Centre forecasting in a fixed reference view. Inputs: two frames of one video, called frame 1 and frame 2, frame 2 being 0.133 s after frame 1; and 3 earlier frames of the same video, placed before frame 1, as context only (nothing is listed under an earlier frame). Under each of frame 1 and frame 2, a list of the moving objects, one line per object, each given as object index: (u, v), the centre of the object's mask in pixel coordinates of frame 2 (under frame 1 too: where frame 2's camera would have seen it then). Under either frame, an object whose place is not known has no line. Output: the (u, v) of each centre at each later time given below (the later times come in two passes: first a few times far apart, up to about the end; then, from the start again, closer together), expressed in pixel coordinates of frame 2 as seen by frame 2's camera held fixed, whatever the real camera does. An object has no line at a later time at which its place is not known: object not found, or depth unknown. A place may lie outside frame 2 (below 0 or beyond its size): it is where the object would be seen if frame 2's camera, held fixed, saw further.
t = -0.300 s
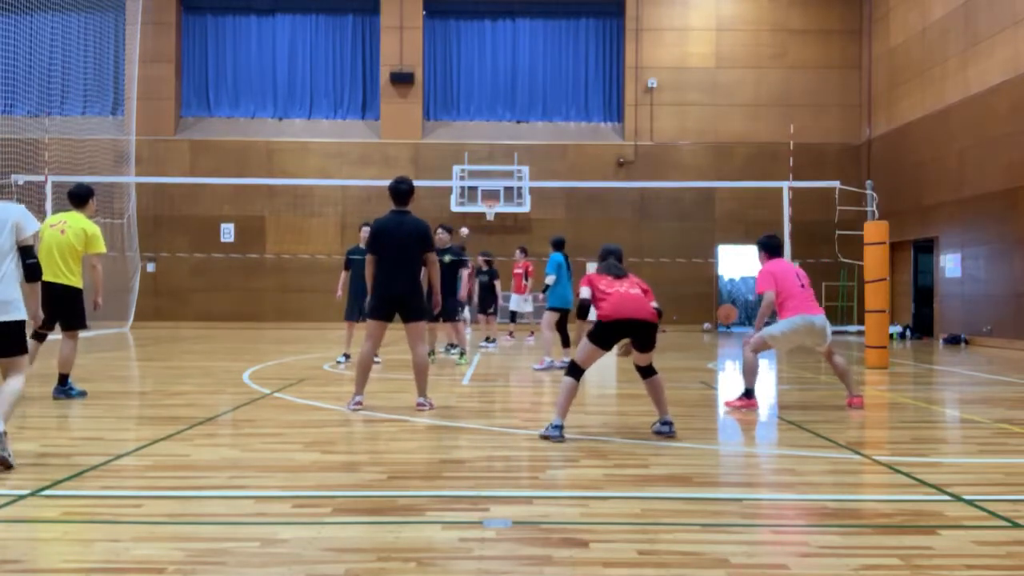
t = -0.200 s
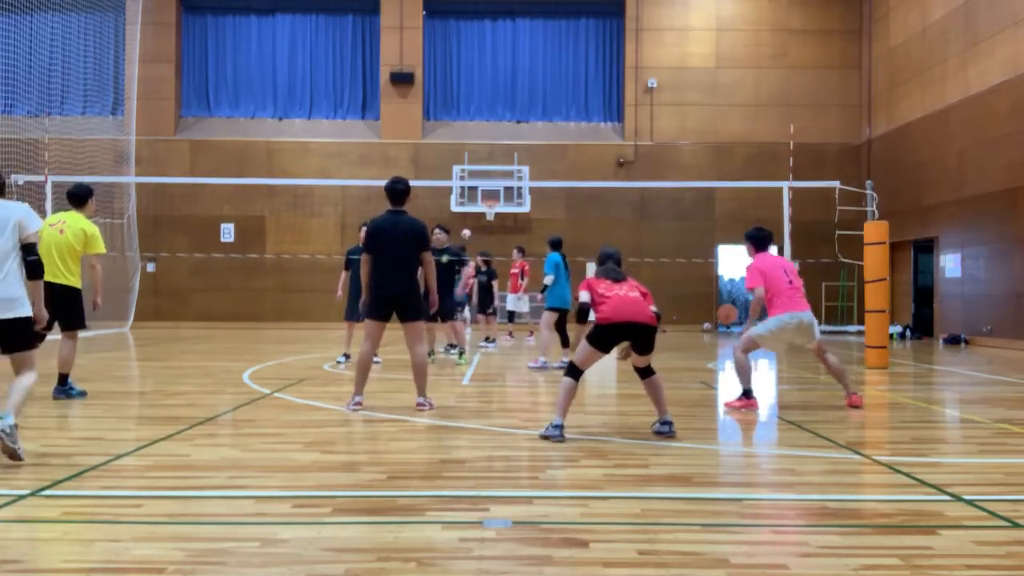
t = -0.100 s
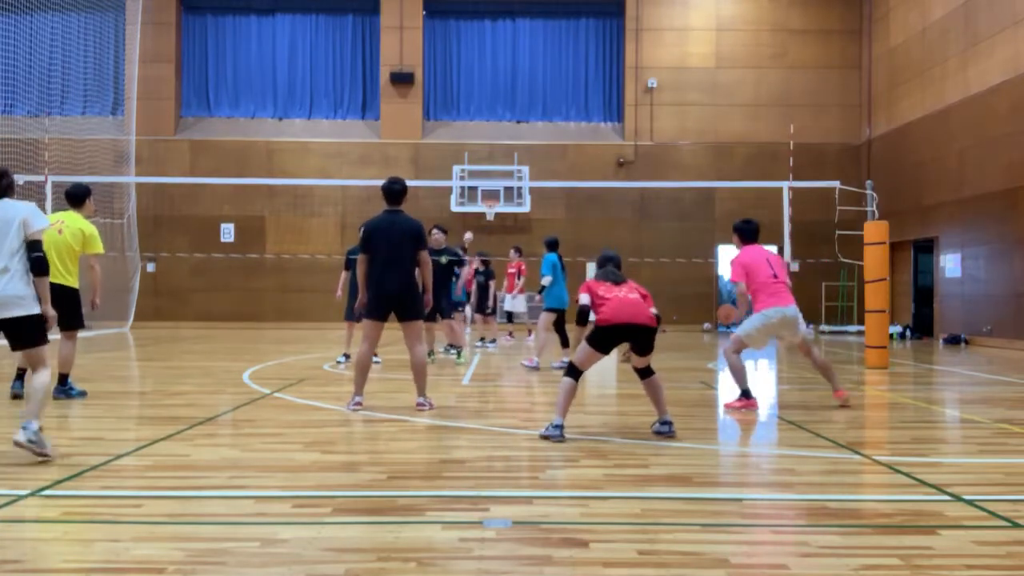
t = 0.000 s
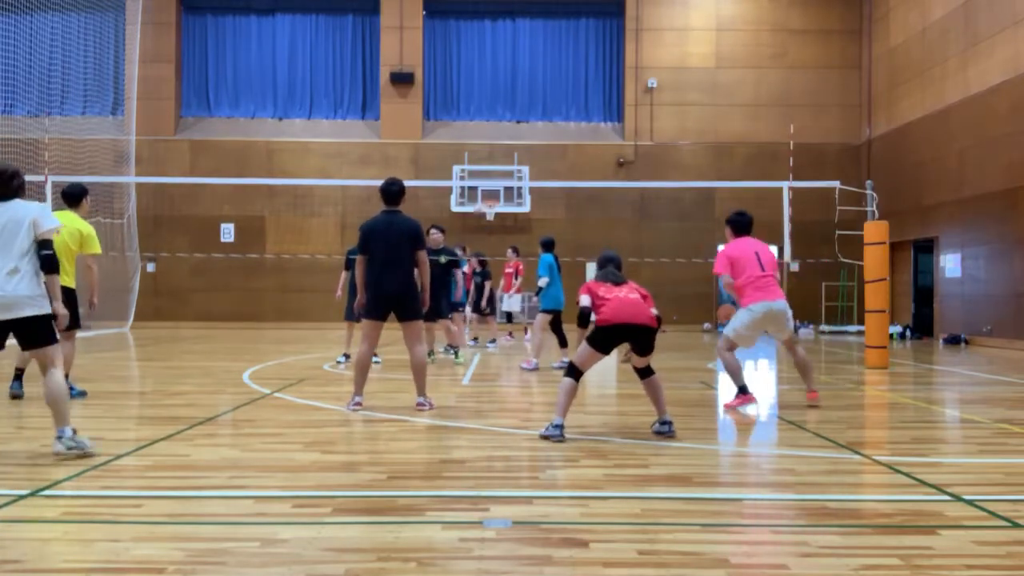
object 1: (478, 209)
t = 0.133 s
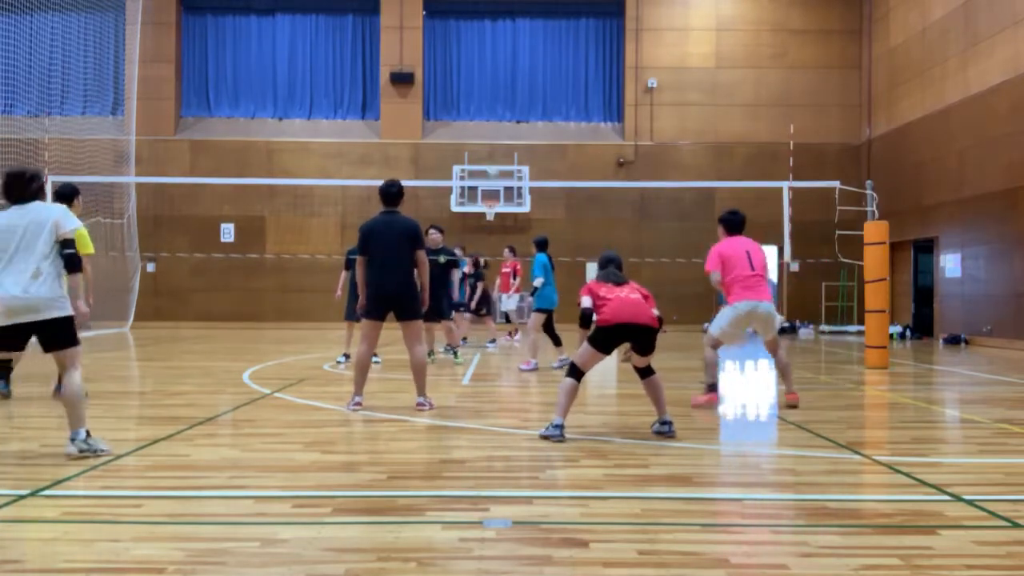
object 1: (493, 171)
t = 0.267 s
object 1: (510, 138)
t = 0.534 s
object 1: (555, 94)
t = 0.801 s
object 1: (616, 88)
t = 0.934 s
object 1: (656, 105)
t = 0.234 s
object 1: (506, 147)
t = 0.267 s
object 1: (510, 138)
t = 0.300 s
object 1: (515, 131)
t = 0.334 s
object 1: (519, 124)
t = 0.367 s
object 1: (524, 118)
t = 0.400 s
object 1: (530, 114)
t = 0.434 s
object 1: (536, 108)
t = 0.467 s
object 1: (542, 103)
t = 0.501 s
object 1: (548, 99)
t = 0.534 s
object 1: (555, 94)
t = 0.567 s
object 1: (561, 91)
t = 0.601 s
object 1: (568, 88)
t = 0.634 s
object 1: (575, 86)
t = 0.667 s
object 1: (583, 85)
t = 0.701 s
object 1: (591, 85)
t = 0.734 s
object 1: (599, 85)
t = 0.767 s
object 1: (608, 86)
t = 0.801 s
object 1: (616, 88)
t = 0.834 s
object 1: (625, 91)
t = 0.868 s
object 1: (635, 92)
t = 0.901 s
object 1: (646, 98)
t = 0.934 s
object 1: (656, 105)
